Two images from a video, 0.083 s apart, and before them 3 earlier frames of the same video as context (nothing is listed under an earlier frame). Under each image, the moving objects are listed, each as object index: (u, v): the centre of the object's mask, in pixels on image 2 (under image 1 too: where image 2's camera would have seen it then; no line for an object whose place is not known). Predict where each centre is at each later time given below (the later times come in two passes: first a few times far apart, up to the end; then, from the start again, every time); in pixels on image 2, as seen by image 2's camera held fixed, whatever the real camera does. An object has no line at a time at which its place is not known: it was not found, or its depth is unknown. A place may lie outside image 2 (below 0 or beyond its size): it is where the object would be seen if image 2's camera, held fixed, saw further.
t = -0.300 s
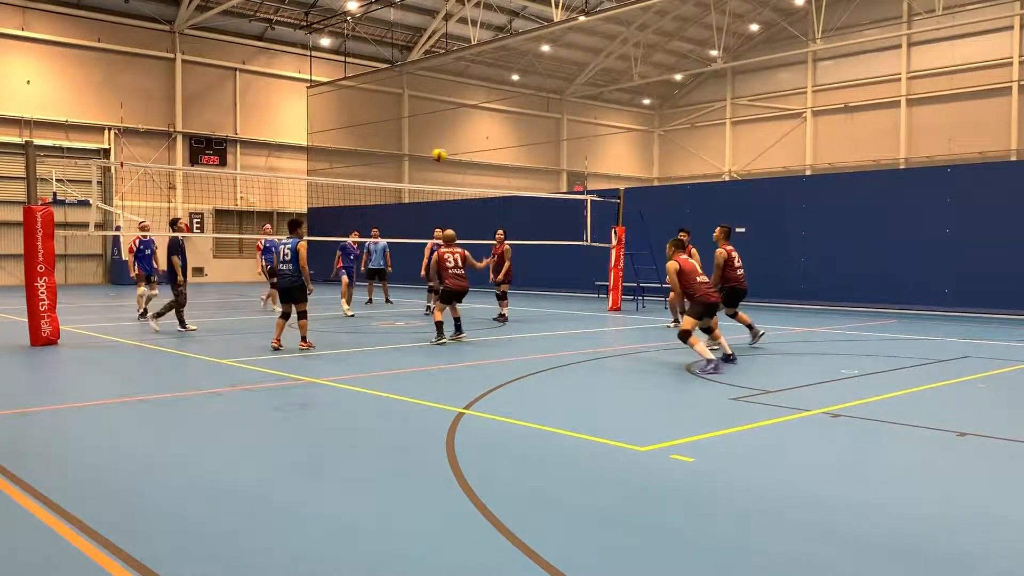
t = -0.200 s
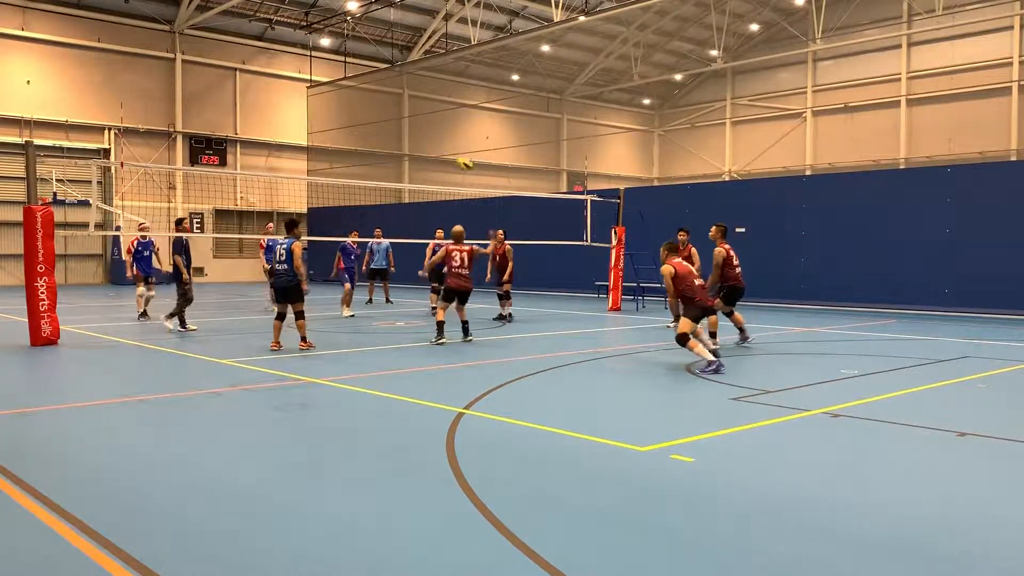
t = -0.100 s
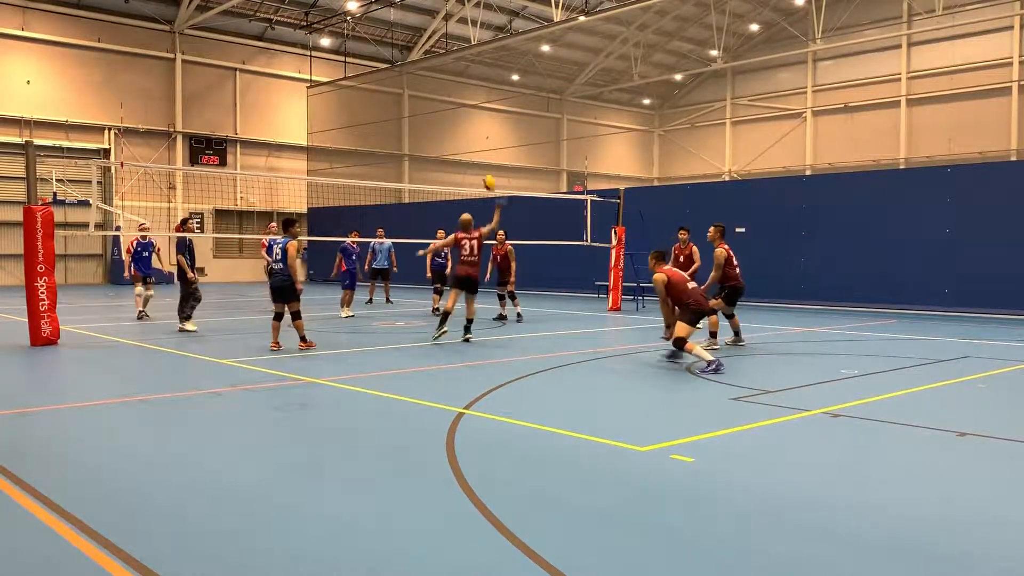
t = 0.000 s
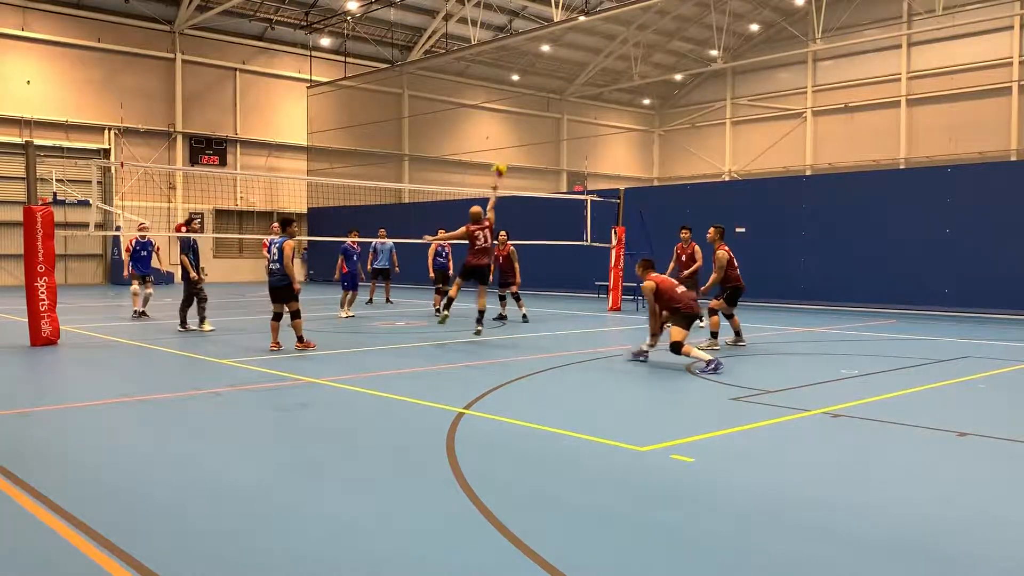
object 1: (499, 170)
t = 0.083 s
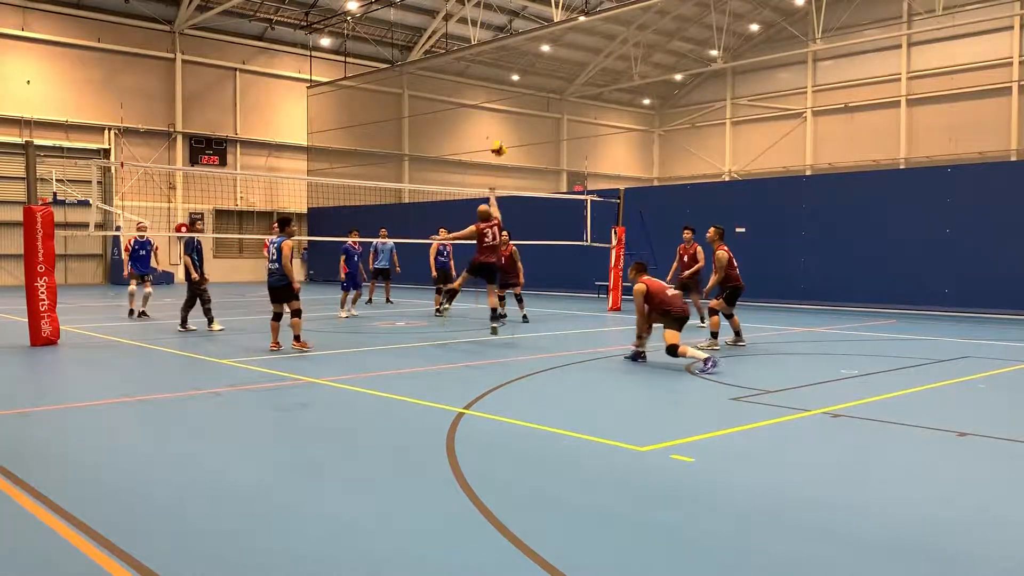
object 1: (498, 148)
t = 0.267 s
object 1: (497, 119)
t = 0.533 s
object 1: (497, 121)
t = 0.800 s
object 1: (497, 180)
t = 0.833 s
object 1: (495, 192)
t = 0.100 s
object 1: (498, 145)
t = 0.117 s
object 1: (498, 142)
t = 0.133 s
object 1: (498, 137)
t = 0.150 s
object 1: (498, 134)
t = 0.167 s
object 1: (498, 132)
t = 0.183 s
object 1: (498, 130)
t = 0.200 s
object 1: (497, 127)
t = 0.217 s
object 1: (497, 124)
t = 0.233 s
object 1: (498, 123)
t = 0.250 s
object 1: (497, 120)
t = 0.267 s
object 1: (497, 119)
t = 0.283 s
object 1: (497, 118)
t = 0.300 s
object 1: (497, 115)
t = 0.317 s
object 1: (497, 115)
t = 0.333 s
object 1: (497, 114)
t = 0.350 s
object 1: (497, 114)
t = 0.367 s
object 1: (497, 113)
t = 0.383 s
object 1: (497, 113)
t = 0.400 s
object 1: (497, 113)
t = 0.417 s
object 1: (497, 113)
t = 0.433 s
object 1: (497, 114)
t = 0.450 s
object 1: (497, 114)
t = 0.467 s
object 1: (497, 115)
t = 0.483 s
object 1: (496, 116)
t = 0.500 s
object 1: (496, 117)
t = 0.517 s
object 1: (497, 119)
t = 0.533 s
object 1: (497, 121)
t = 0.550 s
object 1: (497, 124)
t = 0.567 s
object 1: (497, 125)
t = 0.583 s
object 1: (496, 128)
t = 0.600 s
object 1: (496, 130)
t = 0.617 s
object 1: (496, 133)
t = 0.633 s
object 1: (496, 136)
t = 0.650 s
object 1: (495, 140)
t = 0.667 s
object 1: (495, 144)
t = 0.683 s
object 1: (495, 147)
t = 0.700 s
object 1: (496, 151)
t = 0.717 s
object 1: (496, 155)
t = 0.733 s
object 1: (496, 162)
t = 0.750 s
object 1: (495, 165)
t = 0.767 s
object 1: (495, 170)
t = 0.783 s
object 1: (496, 174)
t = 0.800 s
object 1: (497, 180)
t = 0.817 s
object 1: (495, 188)
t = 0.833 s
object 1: (495, 192)
